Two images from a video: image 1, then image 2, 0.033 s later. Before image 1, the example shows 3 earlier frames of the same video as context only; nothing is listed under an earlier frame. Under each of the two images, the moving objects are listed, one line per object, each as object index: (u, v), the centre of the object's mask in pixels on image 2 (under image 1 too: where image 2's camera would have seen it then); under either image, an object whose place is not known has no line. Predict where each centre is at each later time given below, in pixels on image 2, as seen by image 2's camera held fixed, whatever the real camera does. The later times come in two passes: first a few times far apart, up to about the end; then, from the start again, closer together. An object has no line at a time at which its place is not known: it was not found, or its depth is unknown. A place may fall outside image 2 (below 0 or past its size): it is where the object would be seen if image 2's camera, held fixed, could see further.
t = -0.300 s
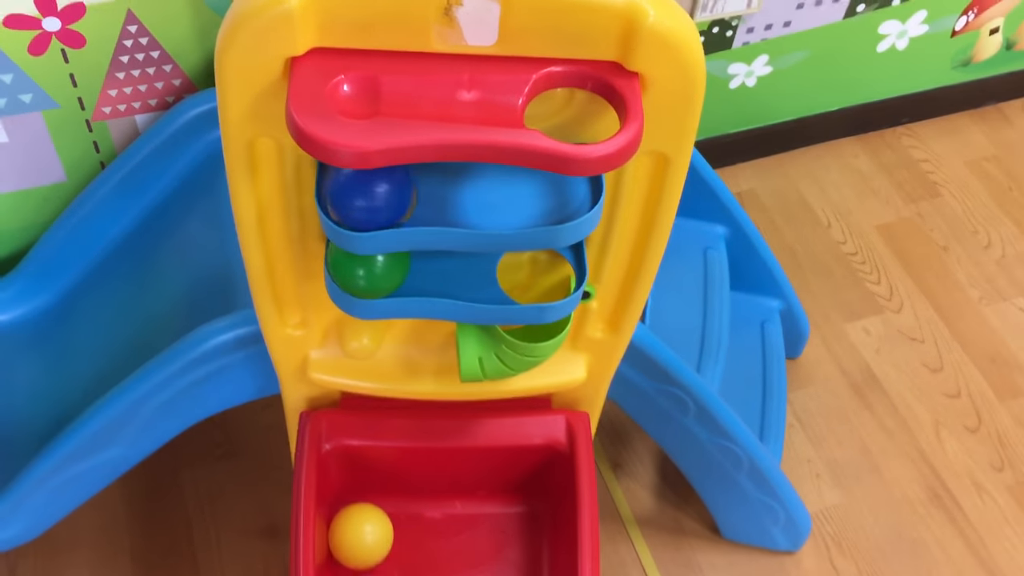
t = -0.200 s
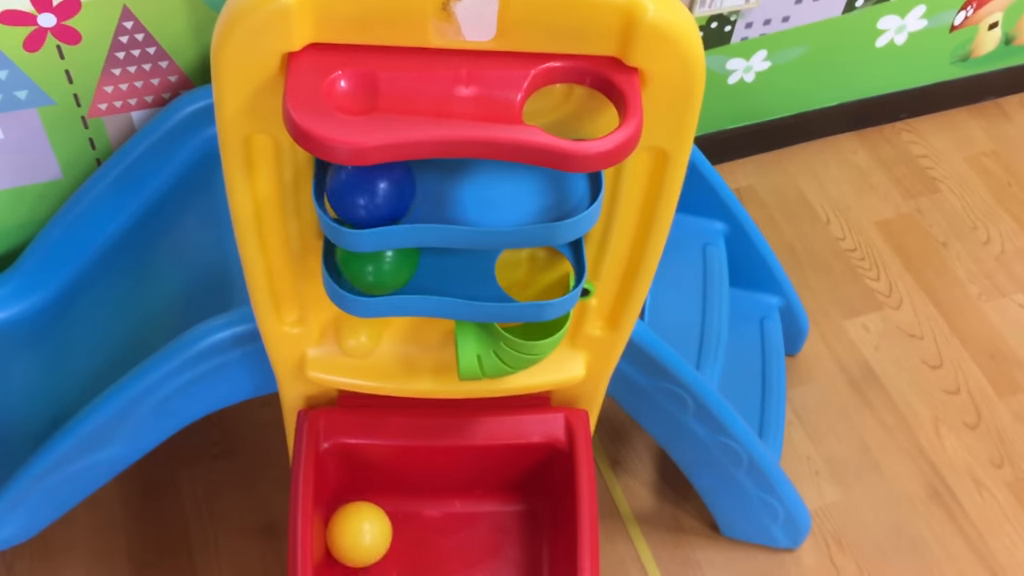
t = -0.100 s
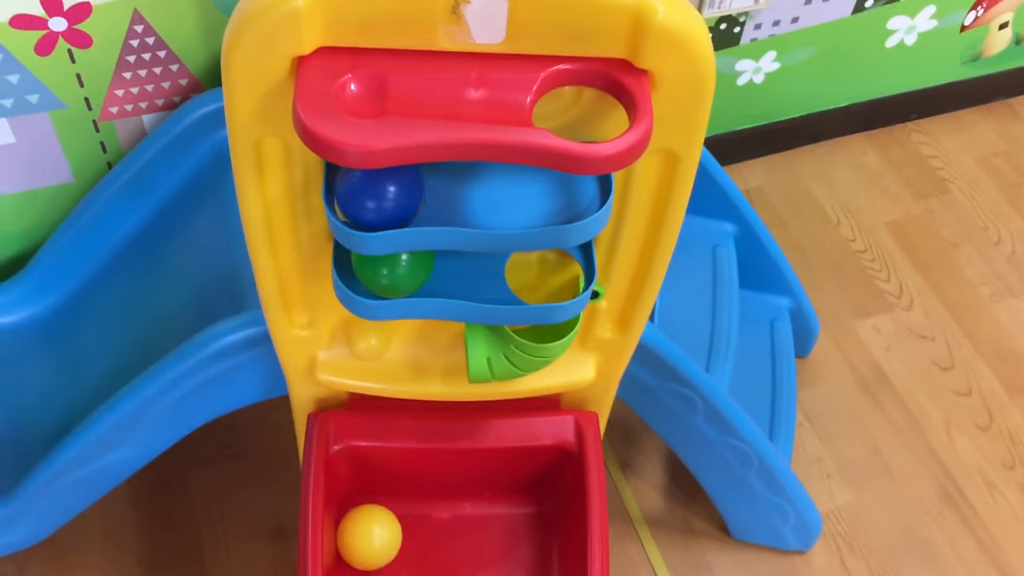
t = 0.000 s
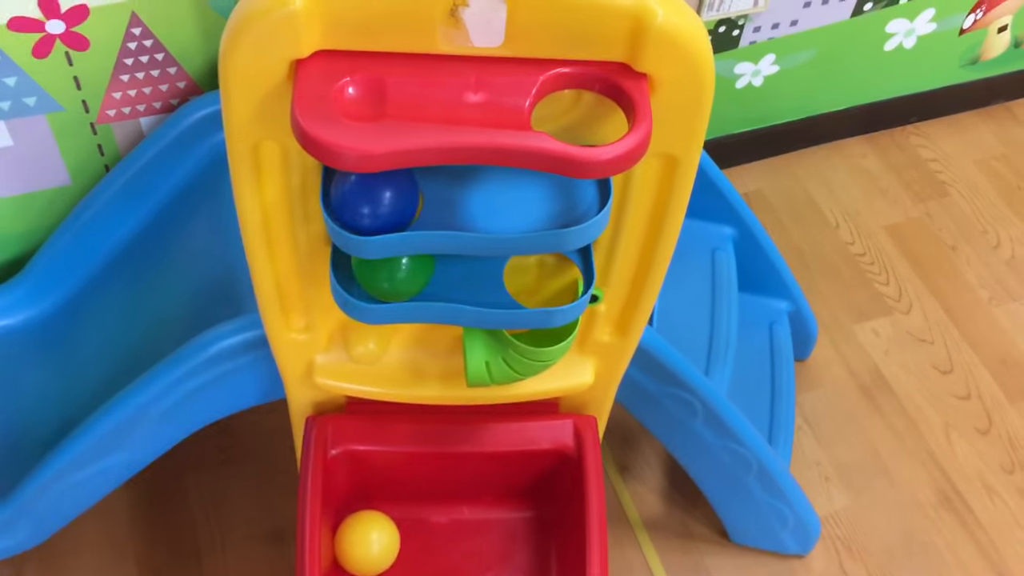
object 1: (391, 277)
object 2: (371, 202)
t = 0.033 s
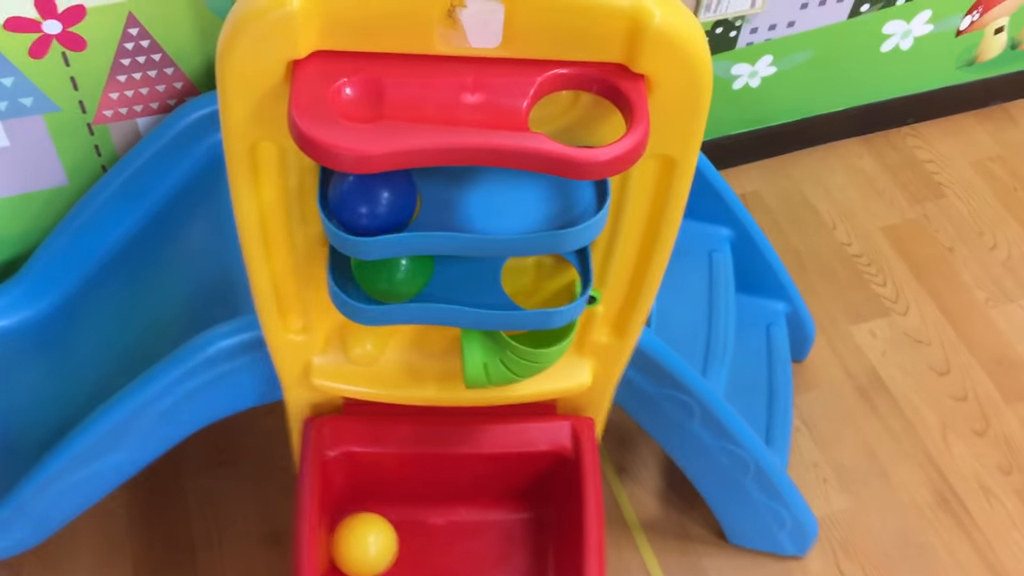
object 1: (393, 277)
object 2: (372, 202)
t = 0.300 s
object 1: (419, 276)
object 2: (374, 203)
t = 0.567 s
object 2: (347, 256)
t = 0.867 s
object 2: (420, 275)
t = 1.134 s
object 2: (488, 279)
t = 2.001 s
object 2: (422, 380)
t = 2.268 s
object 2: (453, 615)
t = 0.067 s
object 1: (396, 277)
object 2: (373, 202)
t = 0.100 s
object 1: (398, 277)
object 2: (374, 201)
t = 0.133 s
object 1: (401, 277)
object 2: (374, 202)
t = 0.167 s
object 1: (404, 277)
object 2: (373, 202)
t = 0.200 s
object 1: (407, 276)
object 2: (373, 202)
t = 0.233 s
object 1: (411, 276)
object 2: (373, 202)
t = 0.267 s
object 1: (415, 276)
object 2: (374, 203)
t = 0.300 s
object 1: (419, 276)
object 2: (374, 203)
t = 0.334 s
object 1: (425, 276)
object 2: (374, 203)
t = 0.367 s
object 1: (430, 276)
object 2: (374, 204)
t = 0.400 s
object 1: (436, 276)
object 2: (374, 205)
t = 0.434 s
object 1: (442, 276)
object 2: (372, 210)
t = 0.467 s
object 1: (449, 276)
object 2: (366, 260)
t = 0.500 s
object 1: (456, 277)
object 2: (355, 258)
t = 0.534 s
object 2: (346, 255)
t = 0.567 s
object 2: (347, 256)
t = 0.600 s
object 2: (357, 259)
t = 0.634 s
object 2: (363, 261)
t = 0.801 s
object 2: (403, 274)
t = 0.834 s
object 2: (405, 263)
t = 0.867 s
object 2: (420, 275)
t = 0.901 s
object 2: (428, 275)
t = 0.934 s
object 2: (437, 276)
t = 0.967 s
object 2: (446, 277)
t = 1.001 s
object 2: (457, 277)
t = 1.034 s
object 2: (468, 277)
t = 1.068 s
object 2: (477, 278)
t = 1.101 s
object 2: (481, 278)
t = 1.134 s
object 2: (488, 279)
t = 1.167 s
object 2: (496, 280)
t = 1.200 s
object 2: (504, 281)
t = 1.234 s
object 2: (512, 280)
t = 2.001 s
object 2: (422, 380)
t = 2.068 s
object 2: (414, 420)
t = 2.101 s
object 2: (410, 447)
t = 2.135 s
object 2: (407, 479)
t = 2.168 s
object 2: (404, 513)
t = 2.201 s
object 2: (408, 551)
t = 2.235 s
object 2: (430, 581)
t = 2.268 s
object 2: (453, 615)
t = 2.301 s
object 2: (451, 626)
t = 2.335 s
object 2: (447, 635)
